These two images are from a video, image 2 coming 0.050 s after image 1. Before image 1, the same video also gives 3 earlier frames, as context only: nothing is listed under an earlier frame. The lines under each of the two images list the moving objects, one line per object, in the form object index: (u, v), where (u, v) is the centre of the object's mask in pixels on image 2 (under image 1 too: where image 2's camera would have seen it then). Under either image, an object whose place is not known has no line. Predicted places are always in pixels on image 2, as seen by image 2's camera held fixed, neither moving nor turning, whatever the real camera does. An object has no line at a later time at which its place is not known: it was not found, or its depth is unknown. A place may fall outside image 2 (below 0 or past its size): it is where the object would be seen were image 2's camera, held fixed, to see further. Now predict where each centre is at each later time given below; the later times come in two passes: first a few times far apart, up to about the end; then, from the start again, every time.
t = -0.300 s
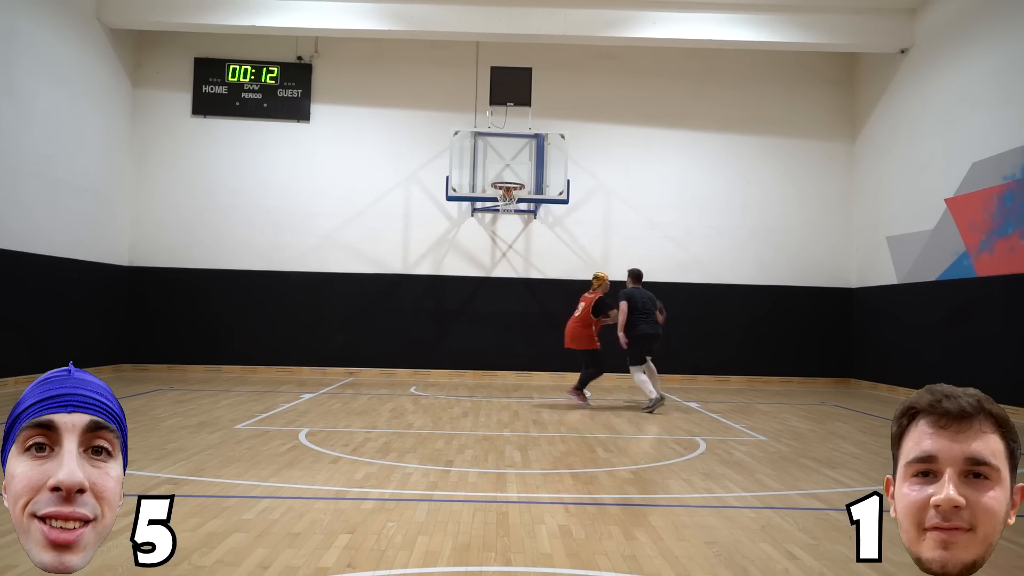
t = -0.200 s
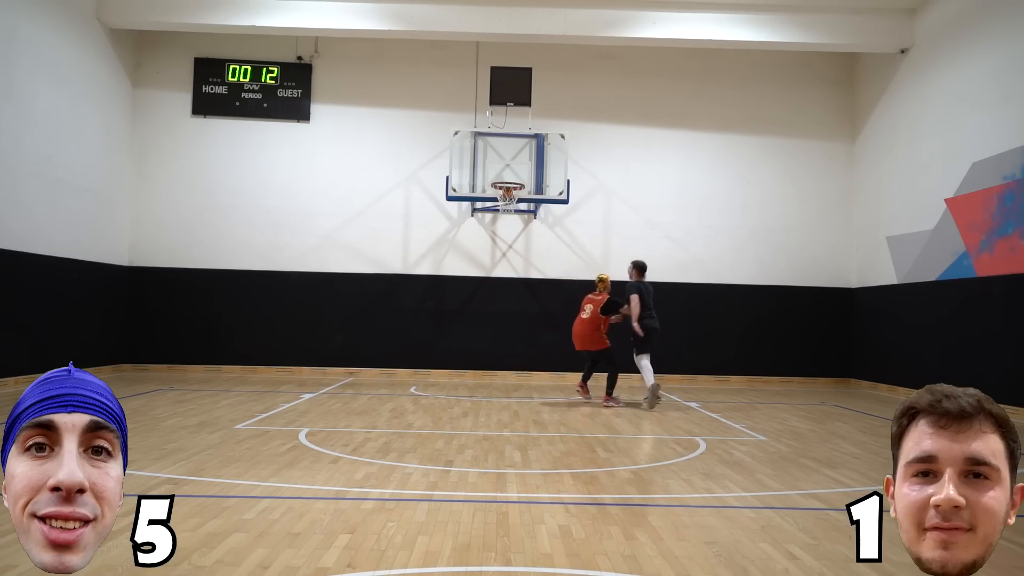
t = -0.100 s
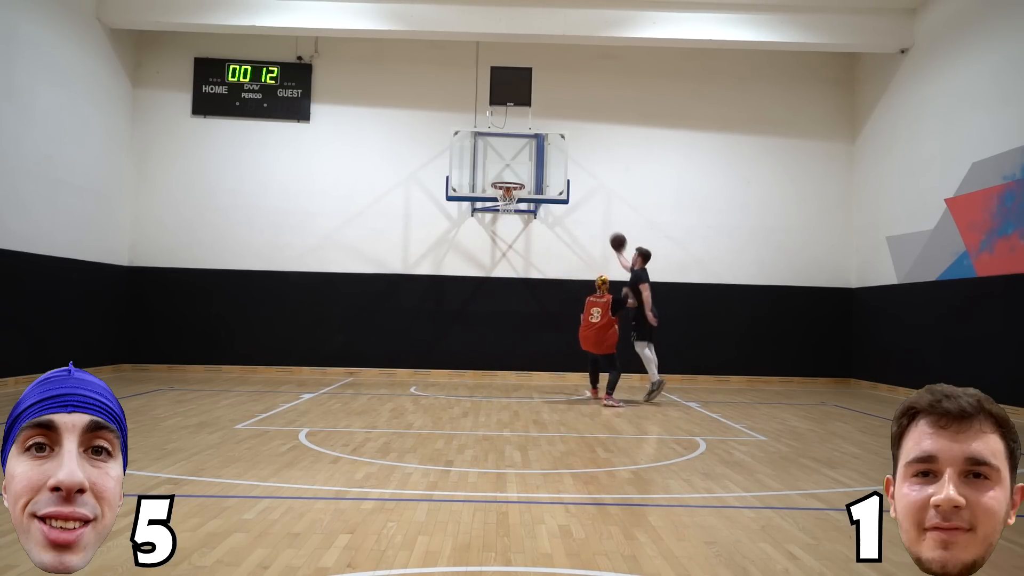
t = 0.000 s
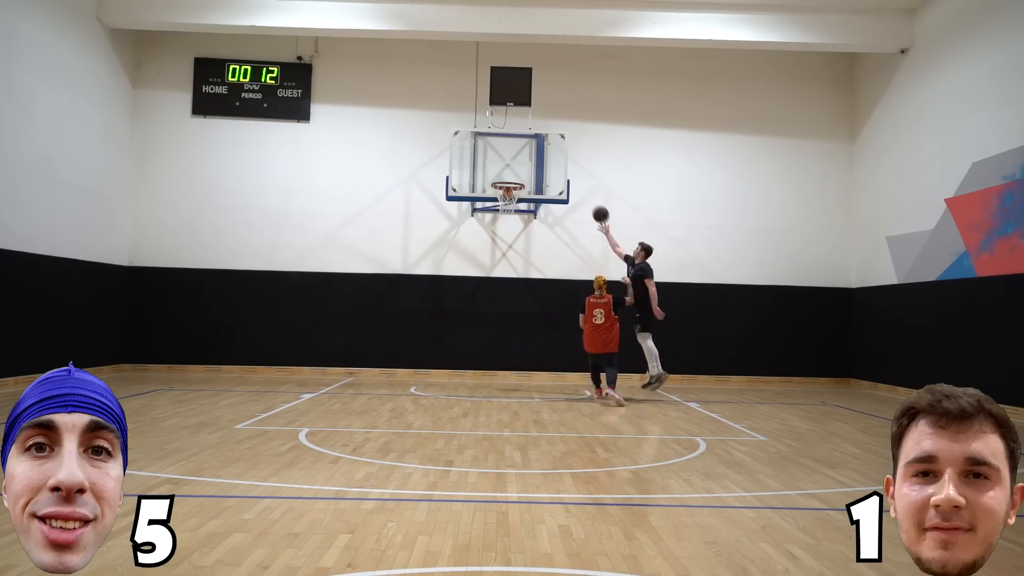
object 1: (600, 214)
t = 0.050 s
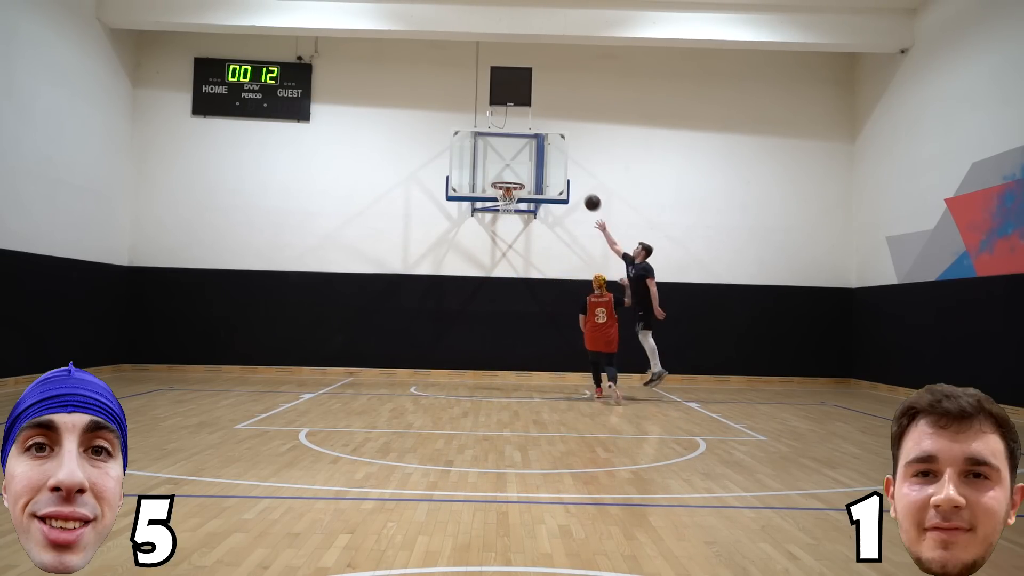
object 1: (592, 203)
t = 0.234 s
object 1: (563, 174)
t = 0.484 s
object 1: (526, 170)
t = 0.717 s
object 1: (504, 179)
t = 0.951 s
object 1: (507, 194)
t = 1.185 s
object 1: (516, 200)
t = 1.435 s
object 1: (501, 204)
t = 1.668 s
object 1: (494, 224)
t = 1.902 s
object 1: (488, 279)
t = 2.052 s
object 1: (484, 334)
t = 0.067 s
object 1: (590, 199)
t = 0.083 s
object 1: (587, 196)
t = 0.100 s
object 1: (584, 193)
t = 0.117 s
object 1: (582, 190)
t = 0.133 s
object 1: (579, 187)
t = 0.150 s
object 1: (577, 184)
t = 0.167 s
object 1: (574, 182)
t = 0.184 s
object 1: (571, 180)
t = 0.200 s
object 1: (569, 178)
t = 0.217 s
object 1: (566, 176)
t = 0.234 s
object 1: (563, 174)
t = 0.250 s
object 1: (561, 173)
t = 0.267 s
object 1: (558, 172)
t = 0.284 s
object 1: (555, 170)
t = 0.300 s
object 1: (553, 170)
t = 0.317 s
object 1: (551, 169)
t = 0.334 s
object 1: (548, 168)
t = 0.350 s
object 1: (545, 168)
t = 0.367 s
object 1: (543, 168)
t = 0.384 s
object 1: (540, 168)
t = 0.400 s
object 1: (538, 168)
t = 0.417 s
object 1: (534, 169)
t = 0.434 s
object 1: (532, 170)
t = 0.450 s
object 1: (529, 170)
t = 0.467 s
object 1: (527, 171)
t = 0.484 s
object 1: (526, 170)
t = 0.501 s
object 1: (524, 170)
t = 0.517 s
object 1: (523, 170)
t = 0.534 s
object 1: (521, 170)
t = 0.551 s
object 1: (520, 170)
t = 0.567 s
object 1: (518, 170)
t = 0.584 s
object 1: (517, 171)
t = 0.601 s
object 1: (515, 172)
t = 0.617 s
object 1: (514, 173)
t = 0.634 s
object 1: (512, 174)
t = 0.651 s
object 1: (510, 175)
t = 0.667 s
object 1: (509, 176)
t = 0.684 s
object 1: (507, 177)
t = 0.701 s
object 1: (506, 178)
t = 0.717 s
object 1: (504, 179)
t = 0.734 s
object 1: (503, 180)
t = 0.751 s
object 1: (502, 184)
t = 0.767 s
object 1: (500, 186)
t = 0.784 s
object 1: (499, 188)
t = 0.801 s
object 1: (500, 190)
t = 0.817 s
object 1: (499, 192)
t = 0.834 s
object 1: (499, 193)
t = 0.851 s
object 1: (499, 194)
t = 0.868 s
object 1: (501, 194)
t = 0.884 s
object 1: (502, 195)
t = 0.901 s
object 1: (502, 192)
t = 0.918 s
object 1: (504, 190)
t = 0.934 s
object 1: (505, 195)
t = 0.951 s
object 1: (507, 194)
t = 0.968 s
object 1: (508, 195)
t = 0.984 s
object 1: (509, 194)
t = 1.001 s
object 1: (510, 195)
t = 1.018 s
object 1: (511, 195)
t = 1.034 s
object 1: (512, 195)
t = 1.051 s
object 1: (512, 195)
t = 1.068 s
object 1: (513, 195)
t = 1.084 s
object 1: (514, 195)
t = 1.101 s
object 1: (514, 196)
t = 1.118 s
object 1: (514, 196)
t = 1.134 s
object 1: (514, 196)
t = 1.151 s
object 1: (517, 199)
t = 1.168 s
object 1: (516, 199)
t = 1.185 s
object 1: (516, 200)
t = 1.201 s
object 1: (515, 201)
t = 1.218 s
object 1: (515, 201)
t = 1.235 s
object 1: (514, 202)
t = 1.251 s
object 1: (513, 202)
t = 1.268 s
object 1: (511, 203)
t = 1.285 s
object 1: (510, 203)
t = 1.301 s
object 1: (509, 203)
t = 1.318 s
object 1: (507, 203)
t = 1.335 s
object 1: (506, 203)
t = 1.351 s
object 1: (505, 203)
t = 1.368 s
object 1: (504, 204)
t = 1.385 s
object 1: (503, 204)
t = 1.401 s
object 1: (502, 204)
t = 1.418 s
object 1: (501, 204)
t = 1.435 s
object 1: (501, 204)
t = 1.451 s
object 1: (500, 204)
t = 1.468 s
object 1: (500, 205)
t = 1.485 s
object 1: (500, 205)
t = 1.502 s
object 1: (499, 206)
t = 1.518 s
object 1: (499, 207)
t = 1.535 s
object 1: (497, 212)
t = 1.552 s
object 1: (497, 213)
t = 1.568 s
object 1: (497, 213)
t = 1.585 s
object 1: (496, 214)
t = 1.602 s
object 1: (496, 216)
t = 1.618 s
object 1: (496, 217)
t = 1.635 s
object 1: (495, 220)
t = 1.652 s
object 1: (495, 222)
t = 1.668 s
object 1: (494, 224)
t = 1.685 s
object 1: (494, 227)
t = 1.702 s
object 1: (494, 230)
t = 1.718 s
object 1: (493, 233)
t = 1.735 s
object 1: (493, 236)
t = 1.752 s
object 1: (493, 239)
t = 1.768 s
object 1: (492, 243)
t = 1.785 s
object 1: (492, 247)
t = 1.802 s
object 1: (491, 251)
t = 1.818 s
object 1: (491, 255)
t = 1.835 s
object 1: (490, 259)
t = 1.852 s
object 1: (490, 264)
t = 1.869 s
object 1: (489, 268)
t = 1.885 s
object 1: (489, 273)
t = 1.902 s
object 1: (488, 279)
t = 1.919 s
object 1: (488, 285)
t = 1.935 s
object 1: (487, 290)
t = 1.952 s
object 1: (487, 296)
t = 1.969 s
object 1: (486, 302)
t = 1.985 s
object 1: (486, 308)
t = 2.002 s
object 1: (485, 314)
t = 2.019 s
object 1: (485, 321)
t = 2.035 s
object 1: (484, 328)
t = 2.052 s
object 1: (484, 334)
